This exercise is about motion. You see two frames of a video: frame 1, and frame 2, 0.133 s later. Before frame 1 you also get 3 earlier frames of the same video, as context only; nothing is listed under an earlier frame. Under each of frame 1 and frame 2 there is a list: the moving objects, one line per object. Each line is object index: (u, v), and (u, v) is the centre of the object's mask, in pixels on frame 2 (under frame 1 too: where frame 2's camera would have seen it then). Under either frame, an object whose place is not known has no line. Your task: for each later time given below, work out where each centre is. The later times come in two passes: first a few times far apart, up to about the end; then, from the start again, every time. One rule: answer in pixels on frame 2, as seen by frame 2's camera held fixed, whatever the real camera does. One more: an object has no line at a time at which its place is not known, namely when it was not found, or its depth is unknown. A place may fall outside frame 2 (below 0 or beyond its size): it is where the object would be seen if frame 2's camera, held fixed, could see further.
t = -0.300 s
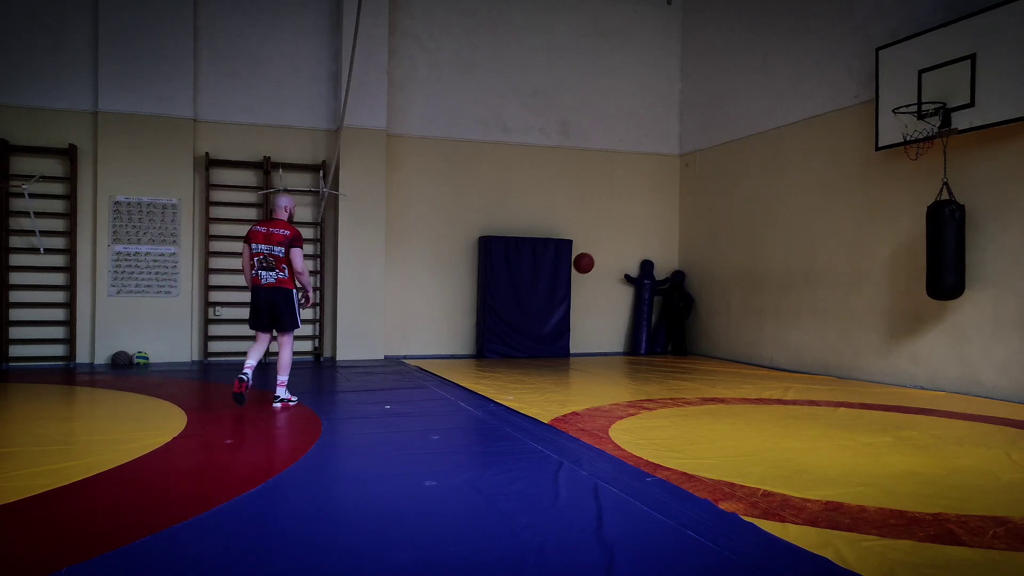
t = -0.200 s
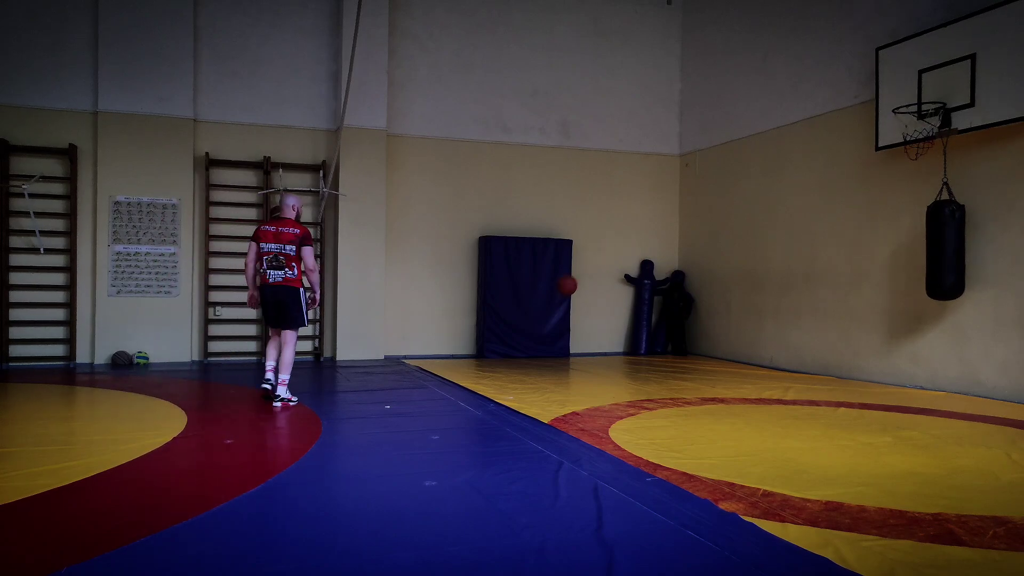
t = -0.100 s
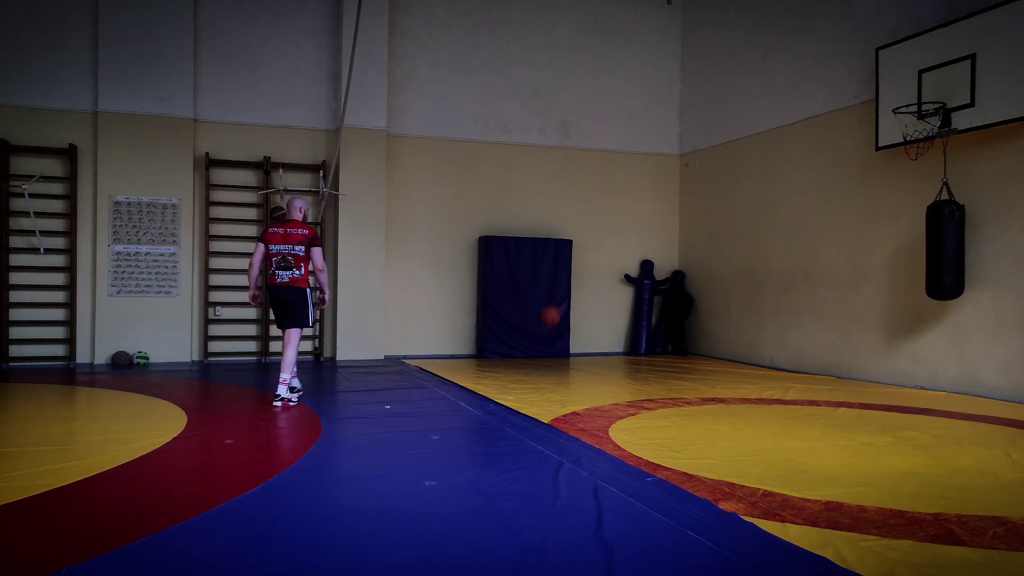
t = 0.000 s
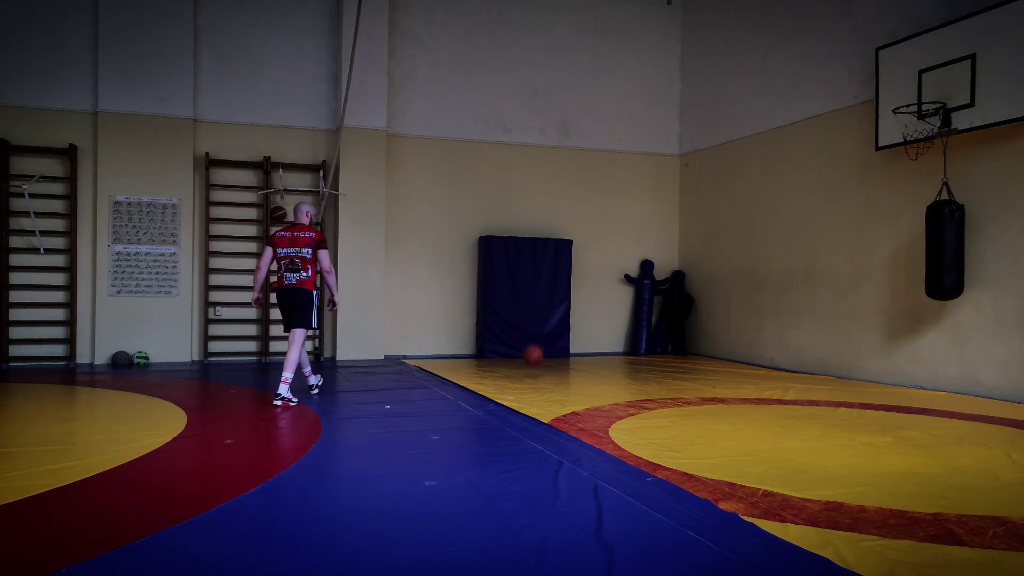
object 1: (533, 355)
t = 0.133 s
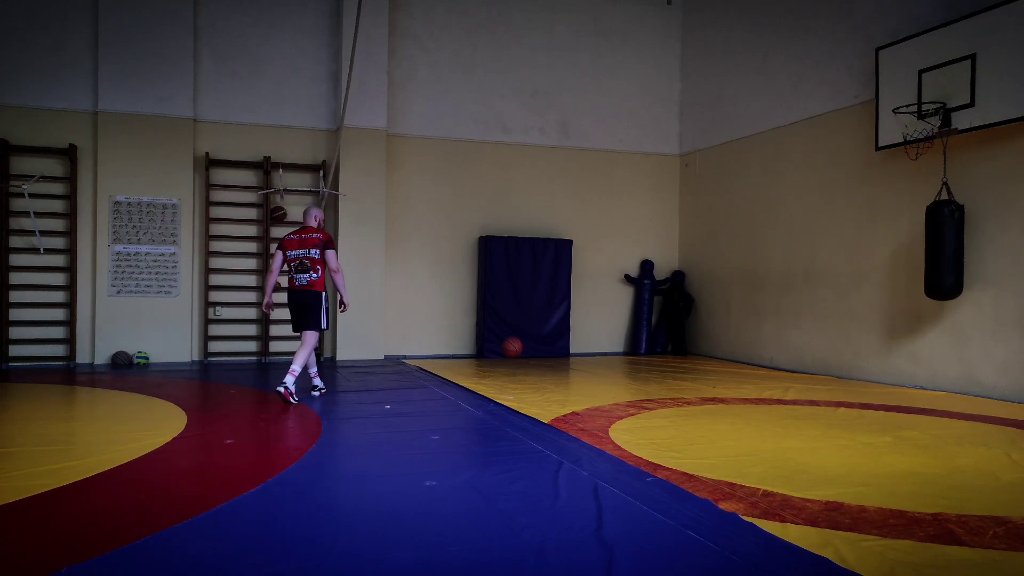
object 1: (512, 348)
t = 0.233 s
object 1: (497, 325)
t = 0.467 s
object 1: (461, 305)
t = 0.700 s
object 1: (425, 331)
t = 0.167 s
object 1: (507, 339)
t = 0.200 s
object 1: (502, 332)
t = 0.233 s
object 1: (497, 325)
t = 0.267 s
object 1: (493, 319)
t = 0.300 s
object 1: (487, 314)
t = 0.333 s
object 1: (482, 311)
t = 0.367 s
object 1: (476, 308)
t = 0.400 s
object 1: (471, 306)
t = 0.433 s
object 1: (466, 305)
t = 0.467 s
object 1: (461, 305)
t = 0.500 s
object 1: (456, 306)
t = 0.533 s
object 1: (451, 307)
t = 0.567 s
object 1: (446, 310)
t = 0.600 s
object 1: (441, 314)
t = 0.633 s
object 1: (435, 319)
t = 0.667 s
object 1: (430, 325)
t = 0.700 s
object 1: (425, 331)
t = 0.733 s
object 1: (420, 339)
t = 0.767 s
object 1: (415, 348)
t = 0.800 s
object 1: (410, 357)
